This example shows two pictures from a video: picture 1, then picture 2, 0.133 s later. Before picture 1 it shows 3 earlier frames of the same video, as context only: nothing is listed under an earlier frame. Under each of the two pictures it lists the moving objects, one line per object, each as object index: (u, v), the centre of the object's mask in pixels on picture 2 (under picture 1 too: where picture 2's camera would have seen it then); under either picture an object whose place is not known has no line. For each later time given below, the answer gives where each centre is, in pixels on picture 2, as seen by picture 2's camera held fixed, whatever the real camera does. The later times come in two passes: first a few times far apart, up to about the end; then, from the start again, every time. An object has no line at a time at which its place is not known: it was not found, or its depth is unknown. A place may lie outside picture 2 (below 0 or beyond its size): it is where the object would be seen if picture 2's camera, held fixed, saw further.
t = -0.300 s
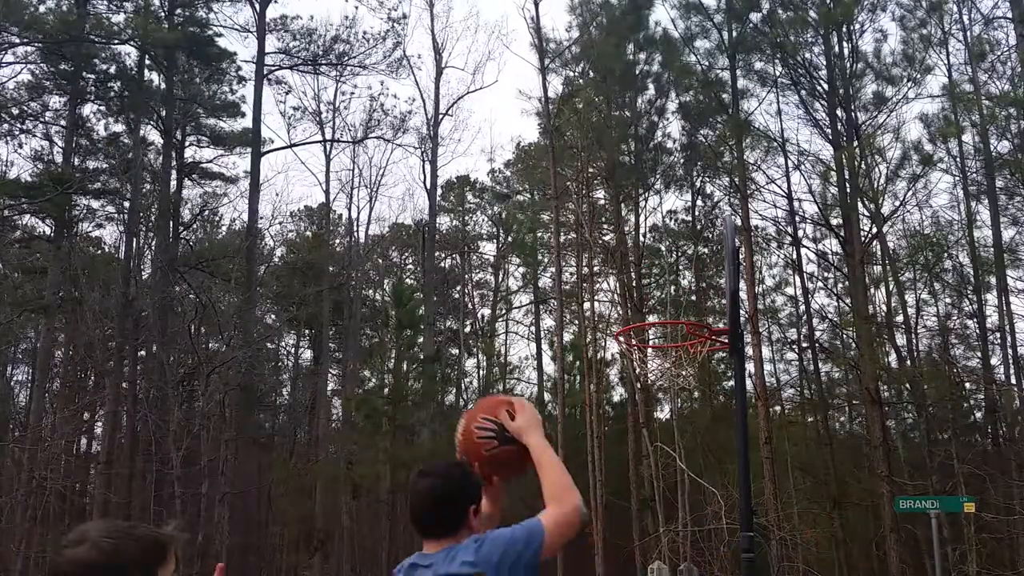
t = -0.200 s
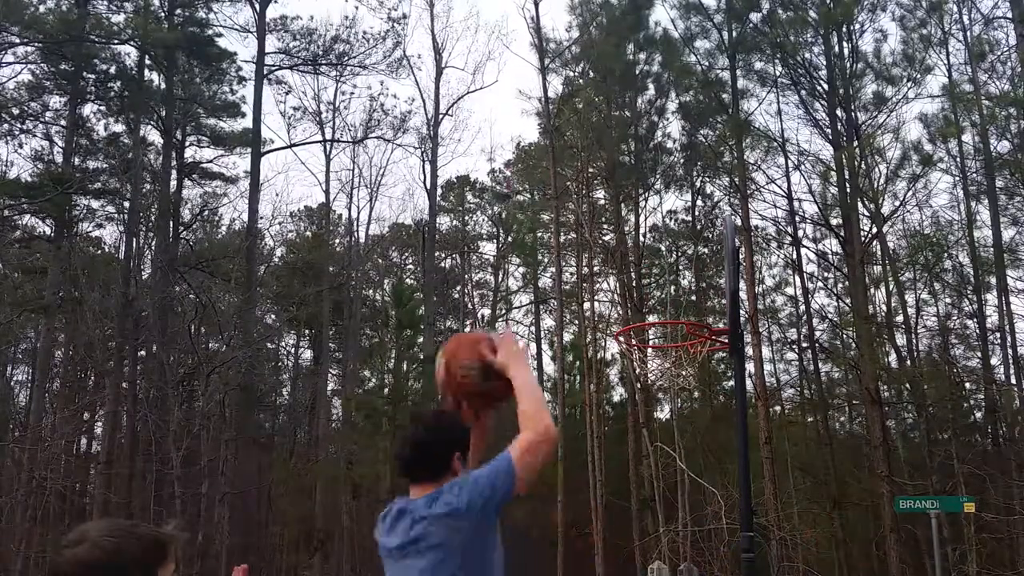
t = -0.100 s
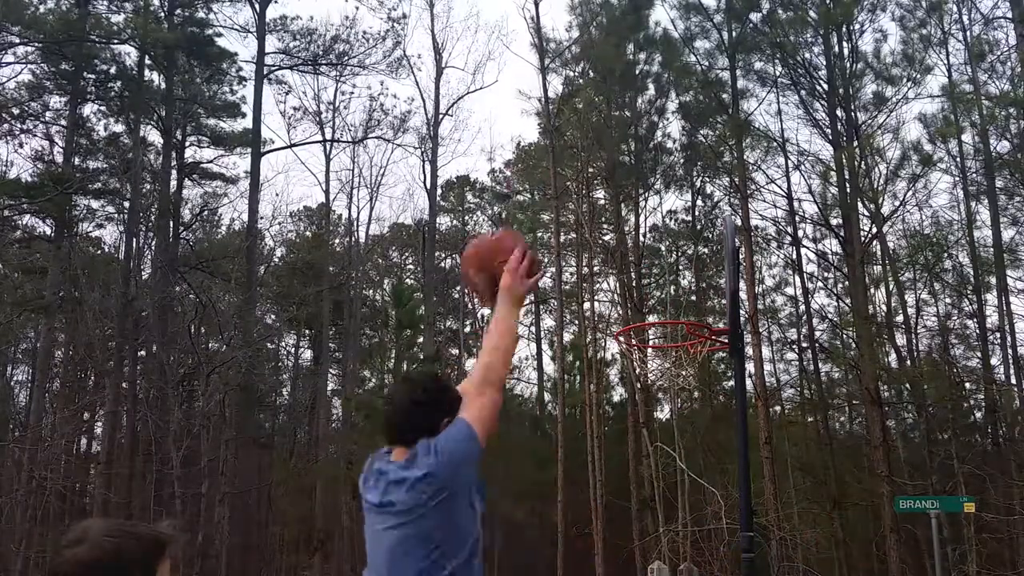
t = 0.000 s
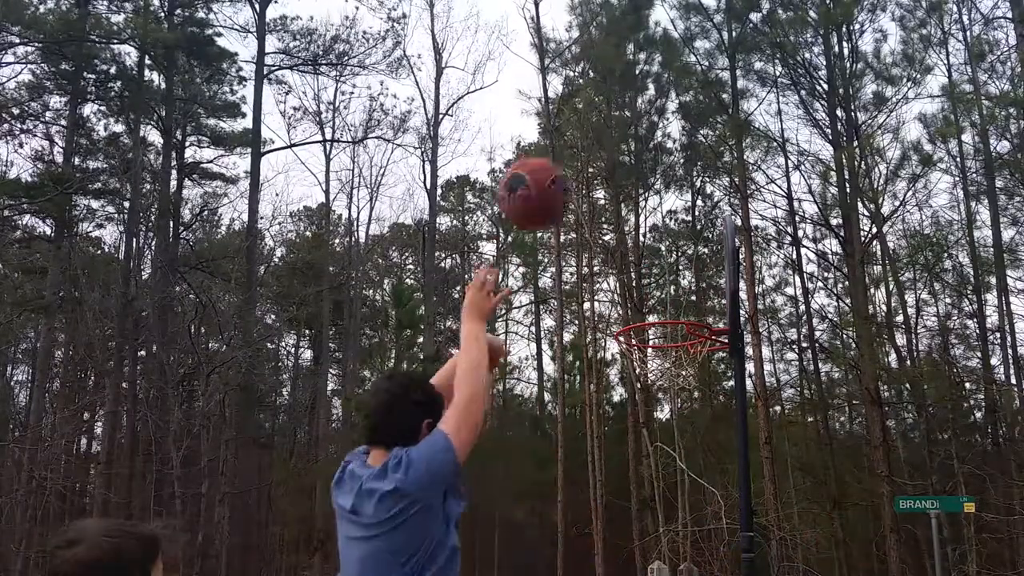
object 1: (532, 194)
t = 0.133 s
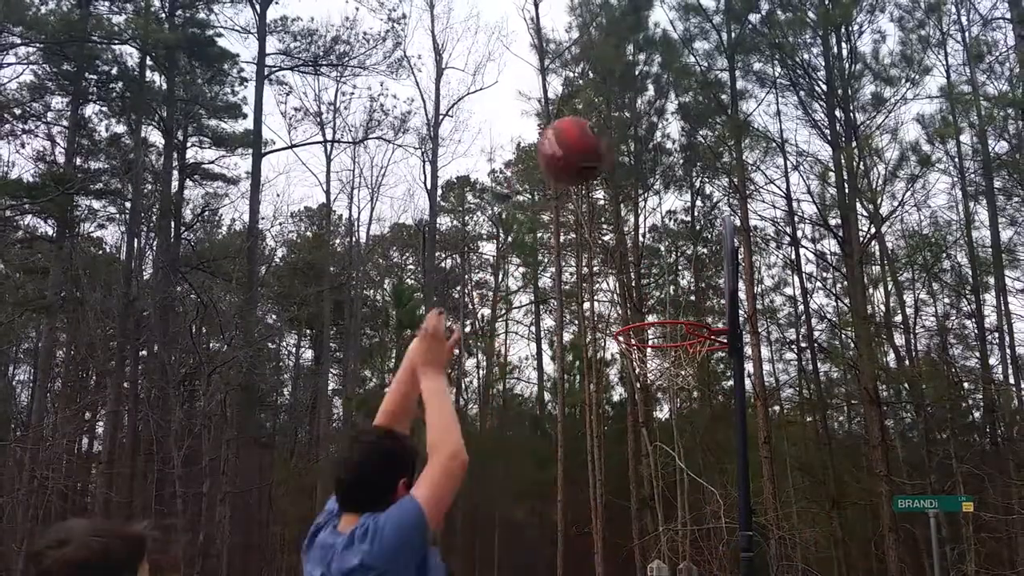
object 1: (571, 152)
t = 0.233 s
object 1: (596, 150)
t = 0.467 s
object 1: (650, 239)
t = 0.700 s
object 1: (659, 406)
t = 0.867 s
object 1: (617, 558)
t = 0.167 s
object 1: (580, 148)
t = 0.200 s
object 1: (588, 148)
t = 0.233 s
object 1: (596, 150)
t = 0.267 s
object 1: (604, 156)
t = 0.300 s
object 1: (612, 163)
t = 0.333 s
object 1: (619, 173)
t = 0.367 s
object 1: (628, 186)
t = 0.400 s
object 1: (635, 201)
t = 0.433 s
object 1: (642, 218)
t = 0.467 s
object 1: (650, 239)
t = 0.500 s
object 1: (658, 259)
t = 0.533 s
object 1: (665, 283)
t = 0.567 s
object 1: (672, 308)
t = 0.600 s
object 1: (680, 339)
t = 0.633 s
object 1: (675, 360)
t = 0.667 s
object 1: (667, 380)
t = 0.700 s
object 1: (659, 406)
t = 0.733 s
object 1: (650, 433)
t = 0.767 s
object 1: (642, 464)
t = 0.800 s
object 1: (636, 498)
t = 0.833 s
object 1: (626, 535)
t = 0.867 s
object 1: (617, 558)
